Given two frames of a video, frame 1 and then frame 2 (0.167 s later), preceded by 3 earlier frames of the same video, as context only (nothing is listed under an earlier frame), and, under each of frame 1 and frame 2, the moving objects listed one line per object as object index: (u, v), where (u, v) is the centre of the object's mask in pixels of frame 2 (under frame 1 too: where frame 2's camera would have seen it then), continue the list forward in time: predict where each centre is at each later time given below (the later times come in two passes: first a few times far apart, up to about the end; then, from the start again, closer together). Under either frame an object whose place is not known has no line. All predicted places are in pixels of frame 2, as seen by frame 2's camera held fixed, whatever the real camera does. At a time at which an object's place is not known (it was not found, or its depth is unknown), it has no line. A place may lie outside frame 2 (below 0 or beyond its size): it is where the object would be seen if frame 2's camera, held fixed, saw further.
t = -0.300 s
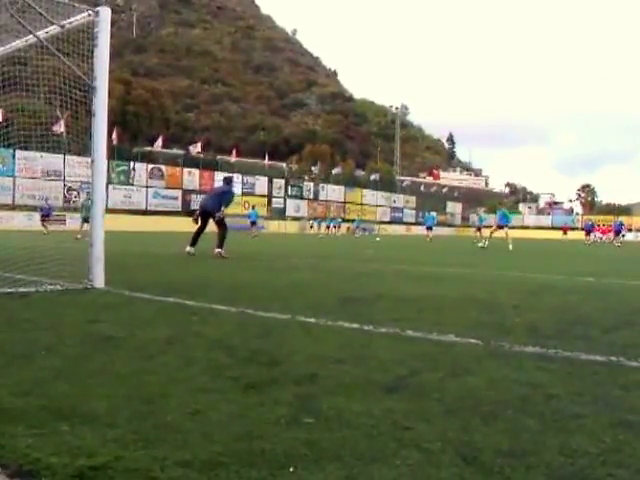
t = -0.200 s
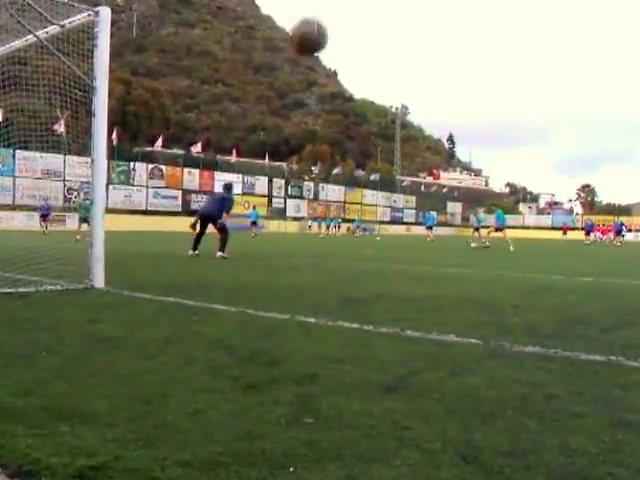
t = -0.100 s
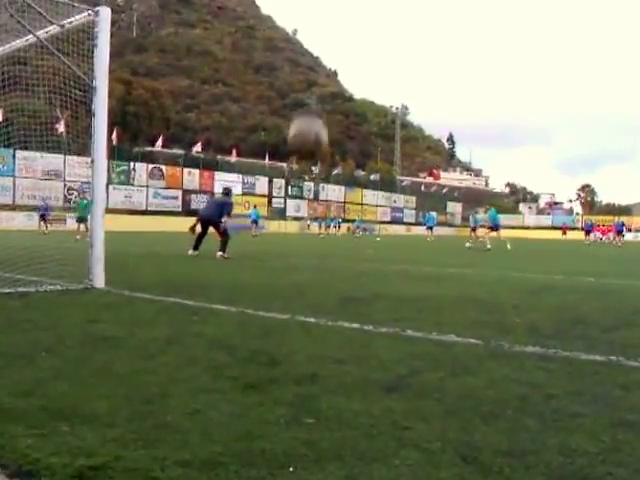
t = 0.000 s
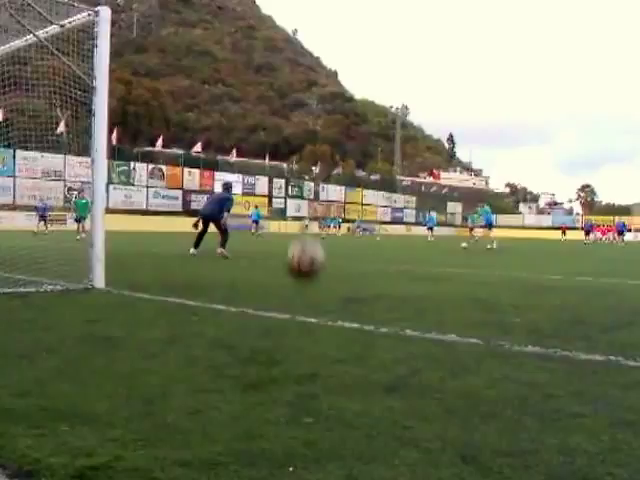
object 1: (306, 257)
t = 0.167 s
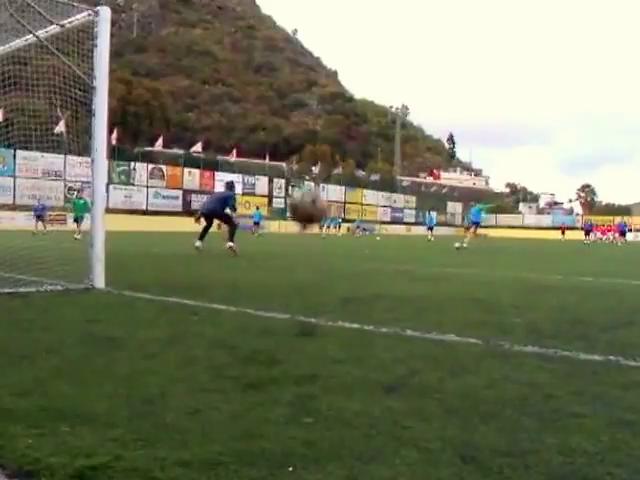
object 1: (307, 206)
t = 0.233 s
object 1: (309, 154)
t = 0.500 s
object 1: (313, 35)
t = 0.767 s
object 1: (314, 40)
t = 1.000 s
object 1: (313, 137)
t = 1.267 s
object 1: (307, 282)
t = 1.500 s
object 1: (303, 176)
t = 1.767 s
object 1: (297, 164)
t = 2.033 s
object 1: (287, 265)
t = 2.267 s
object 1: (280, 245)
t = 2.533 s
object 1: (270, 233)
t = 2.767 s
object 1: (263, 299)
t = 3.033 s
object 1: (253, 261)
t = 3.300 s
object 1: (243, 288)
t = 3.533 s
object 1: (235, 292)
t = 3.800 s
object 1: (229, 298)
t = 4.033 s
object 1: (223, 295)
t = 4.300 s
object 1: (217, 296)
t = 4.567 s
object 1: (214, 295)
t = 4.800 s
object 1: (213, 294)
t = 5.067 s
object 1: (212, 294)
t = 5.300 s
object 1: (211, 293)
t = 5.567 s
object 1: (211, 293)
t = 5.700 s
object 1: (210, 293)
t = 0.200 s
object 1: (308, 177)
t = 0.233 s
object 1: (309, 154)
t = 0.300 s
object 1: (310, 111)
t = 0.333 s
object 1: (311, 92)
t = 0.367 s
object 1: (312, 77)
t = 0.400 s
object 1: (312, 64)
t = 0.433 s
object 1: (313, 52)
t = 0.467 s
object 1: (313, 43)
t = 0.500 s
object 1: (313, 35)
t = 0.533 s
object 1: (313, 29)
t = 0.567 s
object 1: (313, 25)
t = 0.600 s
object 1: (313, 23)
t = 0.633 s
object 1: (313, 23)
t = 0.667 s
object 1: (314, 24)
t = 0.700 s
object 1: (314, 27)
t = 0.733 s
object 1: (313, 32)
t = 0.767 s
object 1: (314, 40)
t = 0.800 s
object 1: (314, 48)
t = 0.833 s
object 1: (314, 59)
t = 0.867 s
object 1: (314, 71)
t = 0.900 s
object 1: (315, 84)
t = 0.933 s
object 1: (314, 100)
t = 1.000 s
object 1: (313, 137)
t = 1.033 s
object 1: (312, 158)
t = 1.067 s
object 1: (311, 180)
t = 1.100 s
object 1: (309, 207)
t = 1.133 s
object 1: (308, 233)
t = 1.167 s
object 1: (309, 259)
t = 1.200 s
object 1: (308, 288)
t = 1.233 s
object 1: (307, 307)
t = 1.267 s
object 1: (307, 282)
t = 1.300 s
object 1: (307, 261)
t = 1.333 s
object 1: (307, 246)
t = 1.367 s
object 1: (306, 227)
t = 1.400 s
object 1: (306, 211)
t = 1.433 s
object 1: (304, 198)
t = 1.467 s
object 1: (304, 186)
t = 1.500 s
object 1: (303, 176)
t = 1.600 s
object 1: (301, 160)
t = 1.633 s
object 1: (300, 158)
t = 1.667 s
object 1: (300, 157)
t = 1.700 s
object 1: (298, 157)
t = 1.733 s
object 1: (298, 160)
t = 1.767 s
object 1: (297, 164)
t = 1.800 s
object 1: (296, 170)
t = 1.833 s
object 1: (295, 179)
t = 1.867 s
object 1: (294, 189)
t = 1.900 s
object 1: (293, 201)
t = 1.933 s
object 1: (291, 215)
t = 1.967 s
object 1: (288, 231)
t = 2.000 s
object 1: (288, 248)
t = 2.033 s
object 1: (287, 265)
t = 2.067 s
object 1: (286, 285)
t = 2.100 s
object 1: (284, 307)
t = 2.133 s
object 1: (284, 297)
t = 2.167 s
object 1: (283, 278)
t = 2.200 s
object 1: (282, 265)
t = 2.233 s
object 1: (282, 255)
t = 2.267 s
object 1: (280, 245)
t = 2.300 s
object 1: (279, 238)
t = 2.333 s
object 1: (278, 232)
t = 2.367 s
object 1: (277, 227)
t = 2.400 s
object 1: (276, 226)
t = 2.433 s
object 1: (275, 225)
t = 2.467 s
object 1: (274, 226)
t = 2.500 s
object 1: (272, 229)
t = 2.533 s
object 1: (270, 233)
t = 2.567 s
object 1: (270, 240)
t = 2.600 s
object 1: (269, 248)
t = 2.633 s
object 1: (268, 258)
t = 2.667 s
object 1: (267, 270)
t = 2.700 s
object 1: (266, 283)
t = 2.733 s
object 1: (264, 297)
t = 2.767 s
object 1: (263, 299)
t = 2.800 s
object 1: (261, 289)
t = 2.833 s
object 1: (260, 280)
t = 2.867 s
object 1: (259, 272)
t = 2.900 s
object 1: (258, 267)
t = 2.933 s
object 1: (257, 263)
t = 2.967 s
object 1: (255, 261)
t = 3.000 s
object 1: (254, 261)
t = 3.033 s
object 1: (253, 261)
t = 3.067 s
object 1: (251, 265)
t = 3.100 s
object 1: (250, 270)
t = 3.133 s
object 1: (249, 276)
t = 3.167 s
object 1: (248, 284)
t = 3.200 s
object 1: (246, 293)
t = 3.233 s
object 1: (245, 302)
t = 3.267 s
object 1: (244, 294)
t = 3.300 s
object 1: (243, 288)
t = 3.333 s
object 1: (241, 284)
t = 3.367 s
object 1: (241, 281)
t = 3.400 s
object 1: (240, 280)
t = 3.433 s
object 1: (239, 280)
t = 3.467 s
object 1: (237, 282)
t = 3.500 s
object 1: (236, 287)
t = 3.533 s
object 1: (235, 292)
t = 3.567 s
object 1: (234, 299)
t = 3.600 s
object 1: (233, 295)
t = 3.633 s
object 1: (232, 291)
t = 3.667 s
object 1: (232, 289)
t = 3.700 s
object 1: (231, 288)
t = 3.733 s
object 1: (230, 289)
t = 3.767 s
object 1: (229, 292)
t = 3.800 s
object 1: (229, 298)
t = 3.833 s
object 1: (228, 296)
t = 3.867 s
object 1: (227, 294)
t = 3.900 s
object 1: (227, 294)
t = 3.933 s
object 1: (225, 294)
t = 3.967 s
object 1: (224, 297)
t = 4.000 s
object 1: (224, 296)
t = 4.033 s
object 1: (223, 295)
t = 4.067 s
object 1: (222, 296)
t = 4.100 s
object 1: (221, 296)
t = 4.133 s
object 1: (220, 296)
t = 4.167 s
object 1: (219, 296)
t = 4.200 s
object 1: (219, 296)
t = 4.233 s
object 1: (218, 296)
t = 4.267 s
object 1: (218, 296)
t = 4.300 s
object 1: (217, 296)
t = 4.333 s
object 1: (216, 296)
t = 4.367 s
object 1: (216, 295)
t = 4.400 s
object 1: (216, 295)
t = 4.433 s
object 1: (215, 295)
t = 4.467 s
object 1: (215, 295)
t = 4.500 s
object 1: (214, 295)
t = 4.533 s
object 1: (214, 295)
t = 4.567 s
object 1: (214, 295)
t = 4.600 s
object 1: (214, 295)
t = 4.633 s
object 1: (214, 295)
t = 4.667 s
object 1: (214, 295)
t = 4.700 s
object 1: (214, 295)
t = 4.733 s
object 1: (213, 295)
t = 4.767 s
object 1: (213, 295)
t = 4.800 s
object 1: (213, 294)
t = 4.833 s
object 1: (213, 294)
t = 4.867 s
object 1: (212, 294)
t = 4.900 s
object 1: (212, 294)
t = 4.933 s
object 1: (212, 294)
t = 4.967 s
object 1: (212, 294)
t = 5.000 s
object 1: (212, 294)
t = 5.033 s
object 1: (212, 294)
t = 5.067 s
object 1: (212, 294)
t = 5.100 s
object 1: (212, 294)
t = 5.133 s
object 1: (212, 294)
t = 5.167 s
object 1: (212, 294)
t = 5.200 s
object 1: (211, 294)
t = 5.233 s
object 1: (211, 294)
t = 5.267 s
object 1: (211, 294)
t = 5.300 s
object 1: (211, 293)
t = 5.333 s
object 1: (211, 293)
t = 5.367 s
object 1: (211, 293)
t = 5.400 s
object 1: (211, 293)
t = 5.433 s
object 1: (211, 293)
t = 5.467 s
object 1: (211, 293)
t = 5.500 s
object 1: (211, 293)
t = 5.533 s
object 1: (211, 293)
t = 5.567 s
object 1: (211, 293)
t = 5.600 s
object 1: (210, 293)
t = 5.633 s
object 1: (211, 293)
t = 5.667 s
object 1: (210, 293)
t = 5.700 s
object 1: (210, 293)
